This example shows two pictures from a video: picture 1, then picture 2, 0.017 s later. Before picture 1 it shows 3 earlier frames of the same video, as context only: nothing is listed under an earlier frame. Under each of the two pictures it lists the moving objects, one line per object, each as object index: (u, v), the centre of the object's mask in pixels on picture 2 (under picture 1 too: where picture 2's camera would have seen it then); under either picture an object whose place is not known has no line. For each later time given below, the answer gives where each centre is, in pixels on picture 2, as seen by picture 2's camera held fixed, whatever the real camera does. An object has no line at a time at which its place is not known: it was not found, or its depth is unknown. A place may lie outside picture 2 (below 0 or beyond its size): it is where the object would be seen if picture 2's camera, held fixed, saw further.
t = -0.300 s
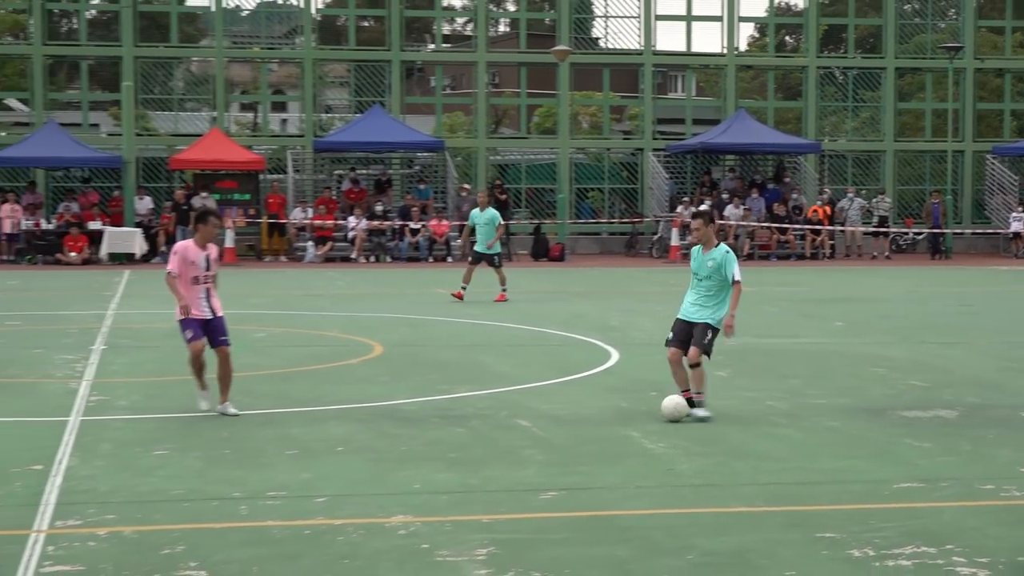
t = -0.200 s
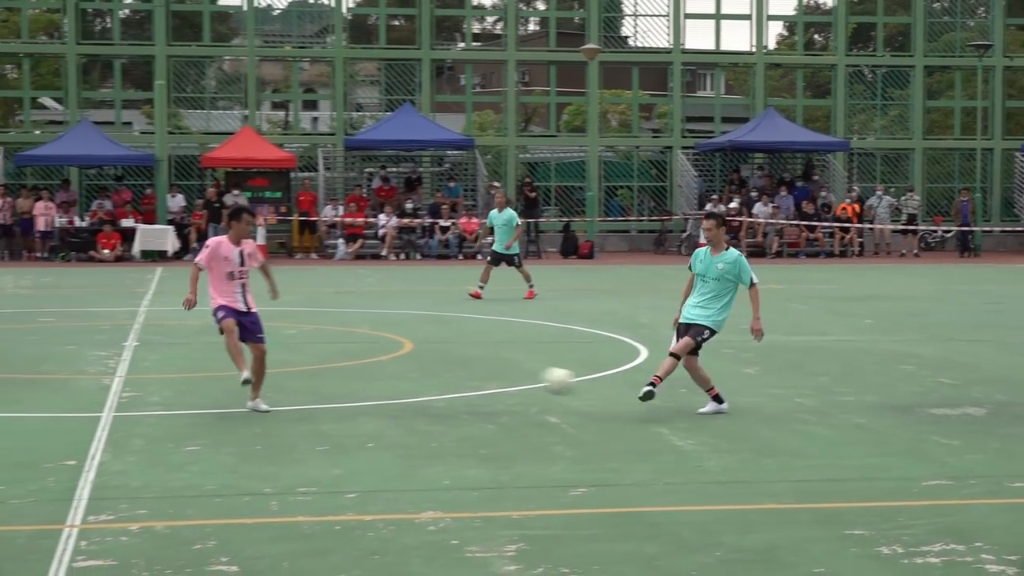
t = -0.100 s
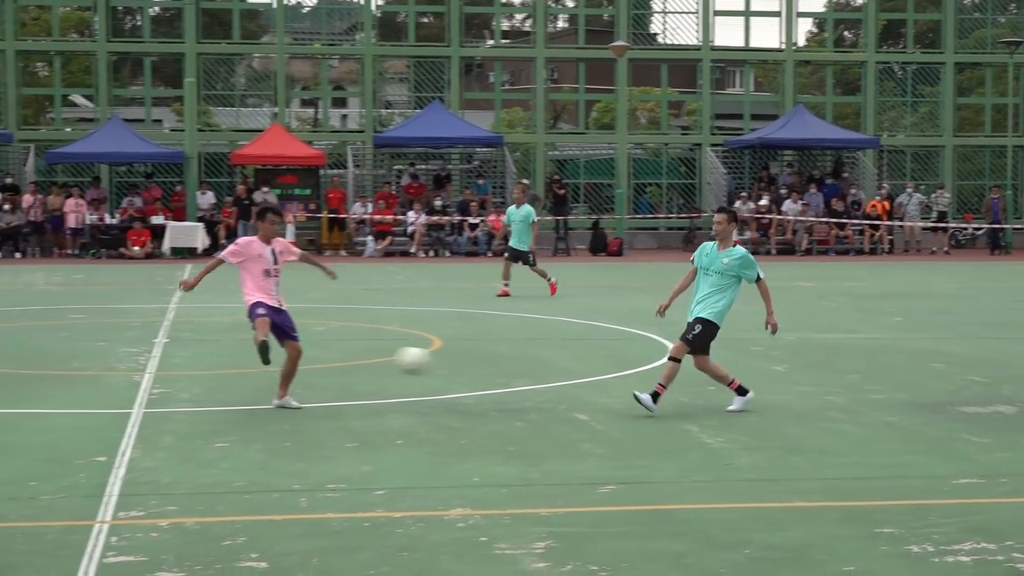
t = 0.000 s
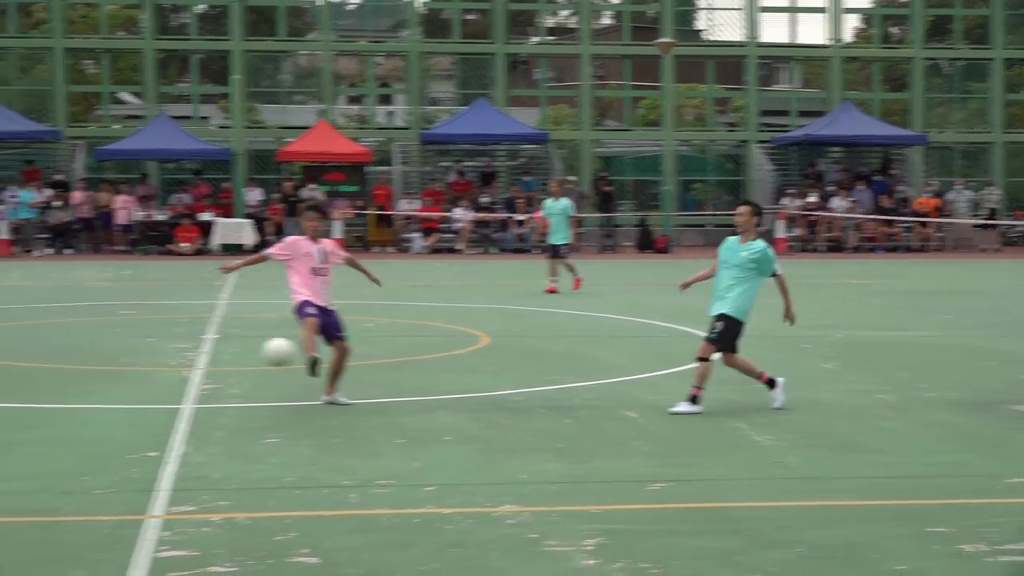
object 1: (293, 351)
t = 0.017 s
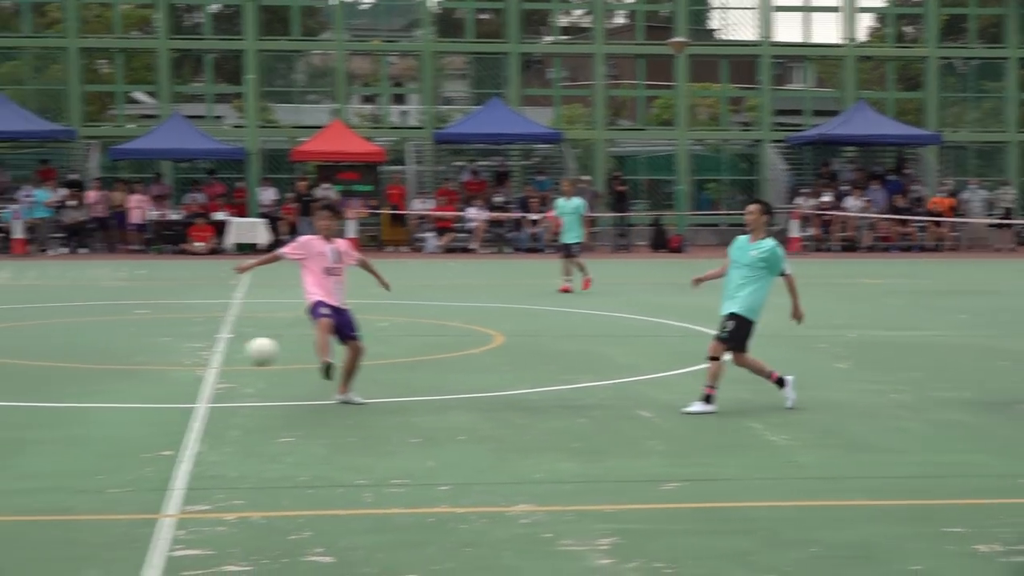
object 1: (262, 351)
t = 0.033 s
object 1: (229, 352)
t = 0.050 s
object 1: (197, 354)
